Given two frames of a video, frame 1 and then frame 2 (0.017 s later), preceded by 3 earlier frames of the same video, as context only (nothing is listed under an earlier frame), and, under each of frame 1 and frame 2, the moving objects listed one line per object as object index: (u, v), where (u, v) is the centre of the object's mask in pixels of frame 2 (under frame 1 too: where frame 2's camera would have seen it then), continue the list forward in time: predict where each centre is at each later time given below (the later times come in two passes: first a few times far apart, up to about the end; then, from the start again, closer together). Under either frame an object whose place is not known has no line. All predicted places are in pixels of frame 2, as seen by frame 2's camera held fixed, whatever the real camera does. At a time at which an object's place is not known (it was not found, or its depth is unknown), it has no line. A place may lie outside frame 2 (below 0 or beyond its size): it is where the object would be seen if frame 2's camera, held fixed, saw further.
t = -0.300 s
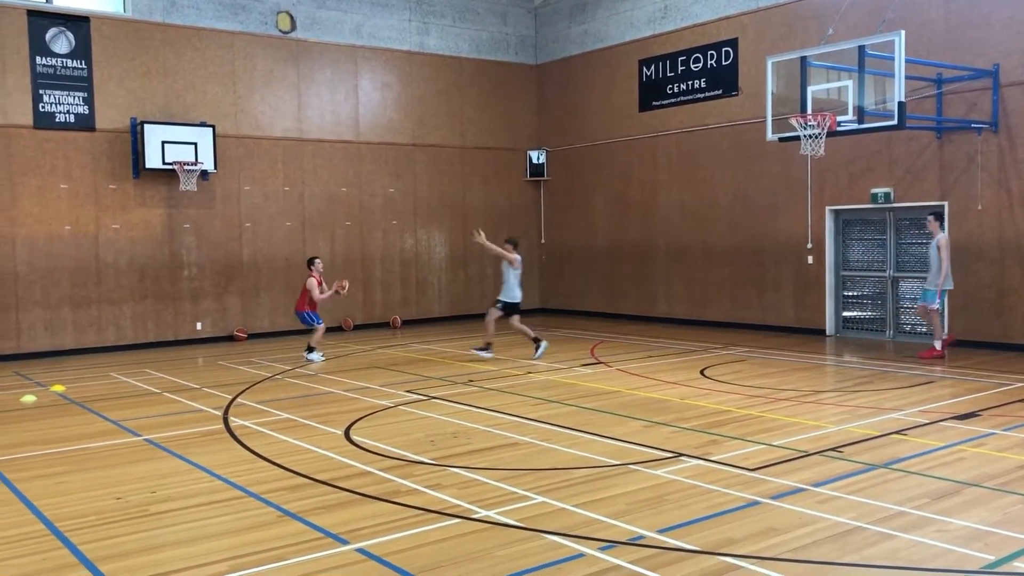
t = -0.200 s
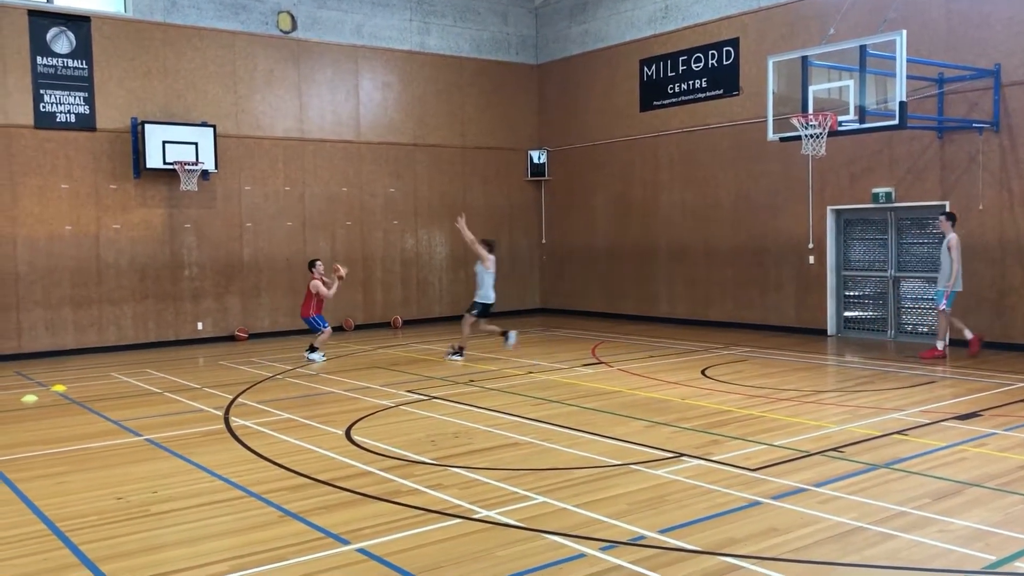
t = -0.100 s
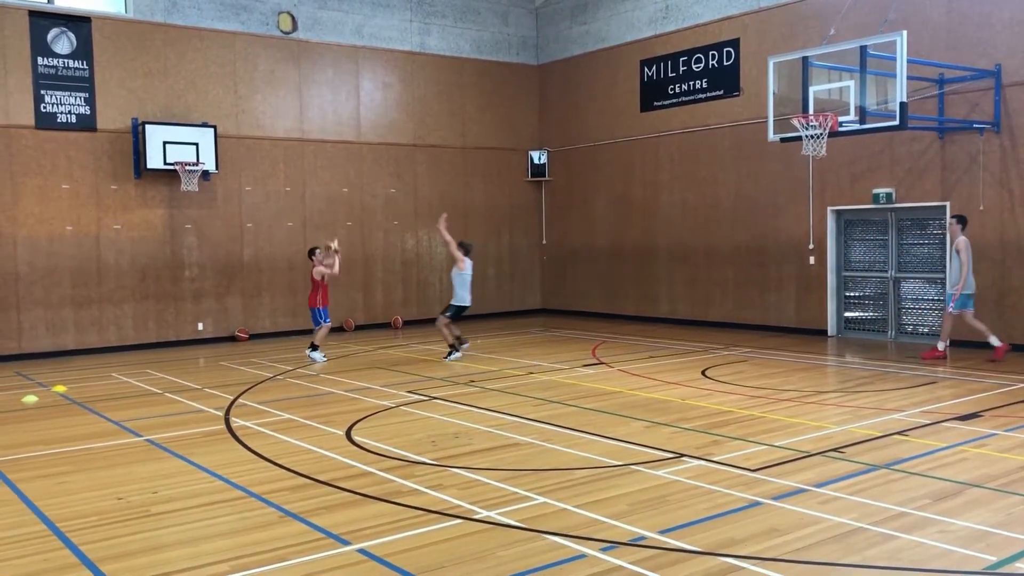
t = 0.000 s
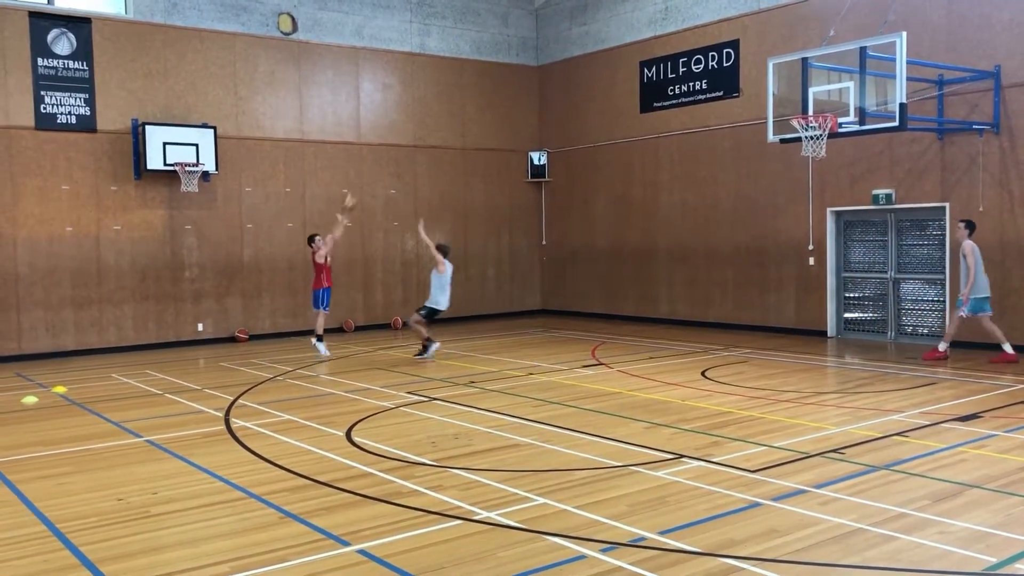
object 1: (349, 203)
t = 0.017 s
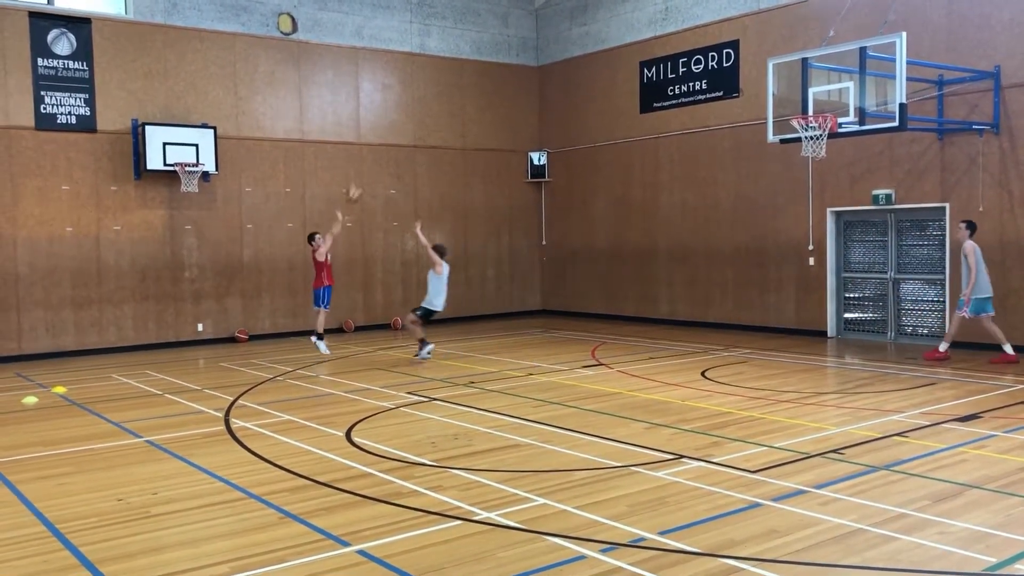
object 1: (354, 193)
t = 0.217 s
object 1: (412, 98)
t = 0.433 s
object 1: (479, 26)
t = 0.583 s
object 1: (529, -3)
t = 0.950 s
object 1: (660, -11)
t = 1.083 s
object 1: (711, 7)
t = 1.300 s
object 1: (797, 77)
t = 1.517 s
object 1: (828, 71)
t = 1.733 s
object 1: (817, 47)
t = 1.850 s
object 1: (806, 50)
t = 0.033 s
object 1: (358, 185)
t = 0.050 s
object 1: (362, 176)
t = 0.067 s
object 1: (367, 168)
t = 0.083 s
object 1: (372, 160)
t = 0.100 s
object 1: (377, 151)
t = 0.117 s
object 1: (383, 145)
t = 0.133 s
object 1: (388, 137)
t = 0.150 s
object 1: (393, 128)
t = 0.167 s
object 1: (397, 121)
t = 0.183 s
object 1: (402, 114)
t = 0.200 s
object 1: (407, 106)
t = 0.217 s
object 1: (412, 98)
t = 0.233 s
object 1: (417, 91)
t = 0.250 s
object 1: (422, 86)
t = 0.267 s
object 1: (427, 80)
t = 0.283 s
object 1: (432, 73)
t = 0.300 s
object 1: (438, 67)
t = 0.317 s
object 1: (442, 63)
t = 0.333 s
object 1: (447, 56)
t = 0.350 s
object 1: (452, 51)
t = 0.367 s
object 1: (458, 46)
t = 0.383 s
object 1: (462, 41)
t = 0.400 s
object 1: (468, 36)
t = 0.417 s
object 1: (473, 31)
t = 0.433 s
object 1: (479, 26)
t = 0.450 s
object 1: (484, 23)
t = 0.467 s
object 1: (490, 19)
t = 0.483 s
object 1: (496, 14)
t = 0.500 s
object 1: (502, 10)
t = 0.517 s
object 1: (507, 7)
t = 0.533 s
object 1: (512, 4)
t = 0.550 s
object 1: (519, 0)
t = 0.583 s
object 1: (529, -3)
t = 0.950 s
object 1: (660, -11)
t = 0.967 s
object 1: (667, -10)
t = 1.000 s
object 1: (679, -8)
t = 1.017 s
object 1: (685, -7)
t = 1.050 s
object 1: (698, 0)
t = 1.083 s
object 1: (711, 7)
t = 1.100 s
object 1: (717, 11)
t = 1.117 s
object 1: (723, 15)
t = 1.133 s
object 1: (731, 20)
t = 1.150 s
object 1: (738, 25)
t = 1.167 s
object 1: (744, 29)
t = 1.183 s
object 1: (751, 35)
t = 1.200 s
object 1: (757, 40)
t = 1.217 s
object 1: (764, 46)
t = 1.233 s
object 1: (770, 52)
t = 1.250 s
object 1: (777, 58)
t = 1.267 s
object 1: (783, 64)
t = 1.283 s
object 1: (790, 71)
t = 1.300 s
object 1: (797, 77)
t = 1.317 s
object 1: (802, 85)
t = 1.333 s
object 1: (810, 92)
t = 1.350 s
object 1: (818, 103)
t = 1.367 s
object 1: (822, 106)
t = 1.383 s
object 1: (823, 105)
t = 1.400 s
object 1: (822, 101)
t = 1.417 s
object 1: (823, 94)
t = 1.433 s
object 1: (824, 89)
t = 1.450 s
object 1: (825, 85)
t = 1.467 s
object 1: (826, 81)
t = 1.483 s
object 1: (826, 78)
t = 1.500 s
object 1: (827, 74)
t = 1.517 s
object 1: (828, 71)
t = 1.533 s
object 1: (829, 68)
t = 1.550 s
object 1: (828, 65)
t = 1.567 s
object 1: (828, 62)
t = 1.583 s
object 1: (829, 61)
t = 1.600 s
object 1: (830, 59)
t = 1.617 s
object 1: (829, 56)
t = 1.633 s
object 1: (827, 53)
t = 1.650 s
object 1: (825, 52)
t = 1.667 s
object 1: (824, 51)
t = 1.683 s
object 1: (822, 50)
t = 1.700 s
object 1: (821, 49)
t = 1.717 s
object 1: (819, 48)
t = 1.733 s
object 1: (817, 47)
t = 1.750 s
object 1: (816, 47)
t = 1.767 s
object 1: (814, 47)
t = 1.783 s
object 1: (812, 47)
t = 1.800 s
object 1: (811, 47)
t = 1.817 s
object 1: (809, 48)
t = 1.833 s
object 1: (807, 49)
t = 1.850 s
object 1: (806, 50)
